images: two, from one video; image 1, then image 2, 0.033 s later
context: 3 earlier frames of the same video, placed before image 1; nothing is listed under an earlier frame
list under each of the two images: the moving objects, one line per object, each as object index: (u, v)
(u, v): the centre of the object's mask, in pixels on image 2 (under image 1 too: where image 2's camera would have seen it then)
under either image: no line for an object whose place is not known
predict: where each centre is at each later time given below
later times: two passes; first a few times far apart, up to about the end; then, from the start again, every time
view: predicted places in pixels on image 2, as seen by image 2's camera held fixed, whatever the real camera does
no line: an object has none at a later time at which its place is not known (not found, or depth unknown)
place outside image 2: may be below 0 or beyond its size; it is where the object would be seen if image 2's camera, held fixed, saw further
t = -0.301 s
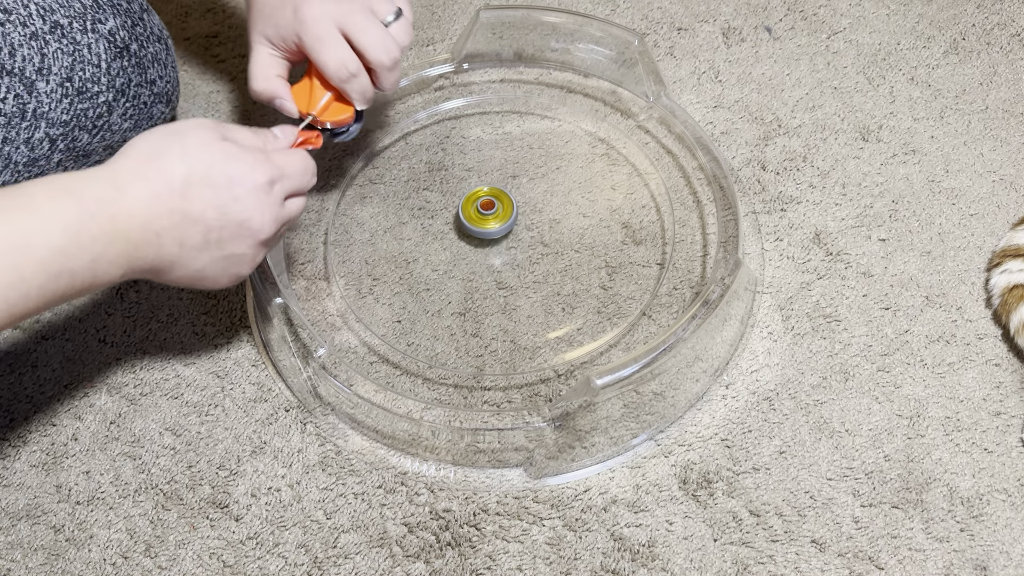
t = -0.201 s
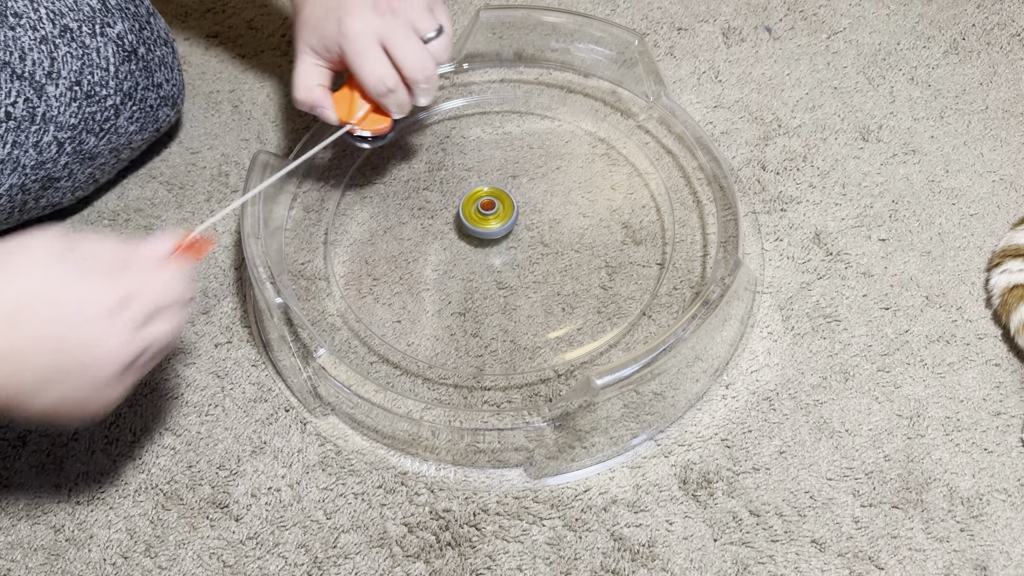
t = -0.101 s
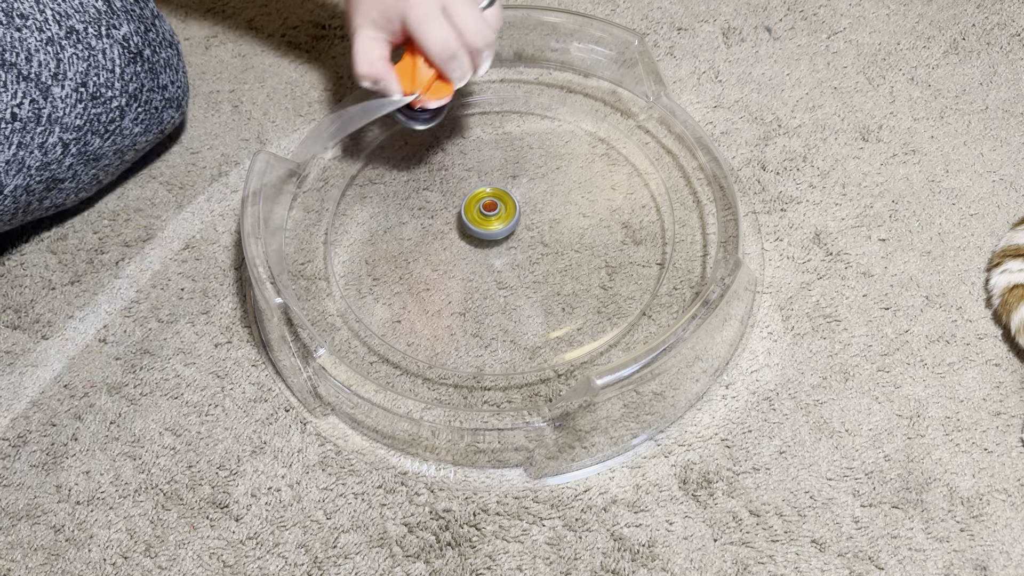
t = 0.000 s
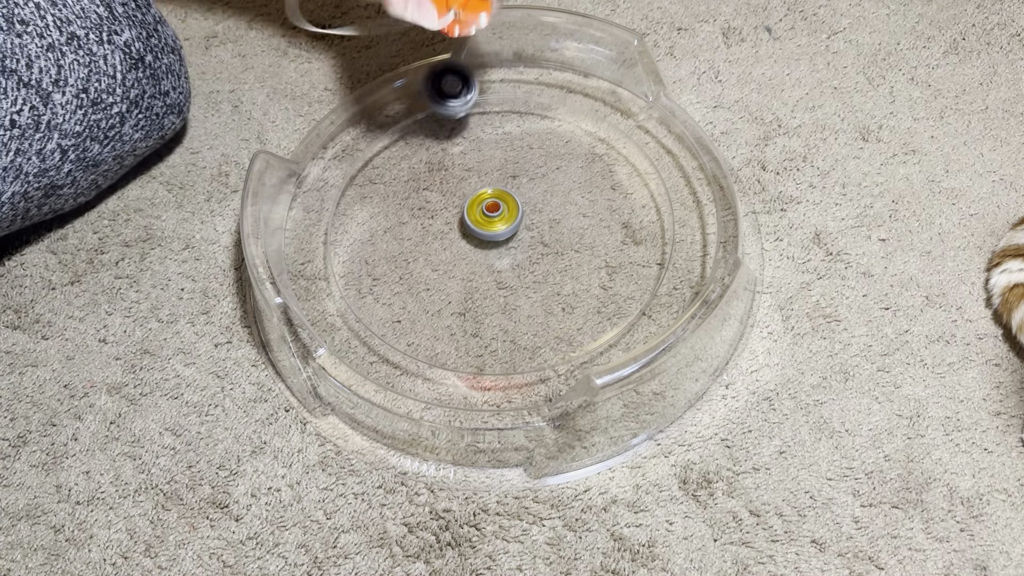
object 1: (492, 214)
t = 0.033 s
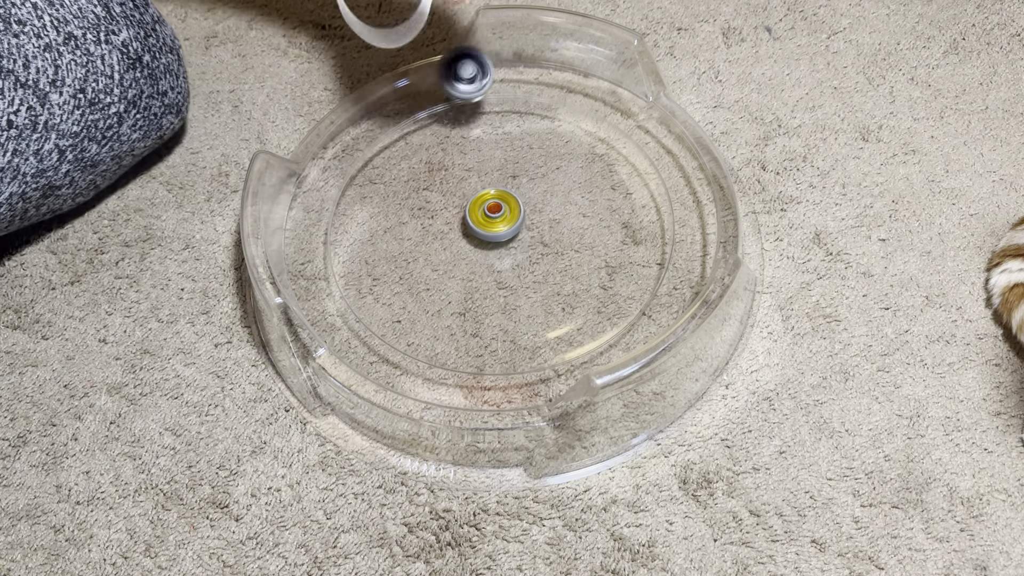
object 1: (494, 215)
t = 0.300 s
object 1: (512, 214)
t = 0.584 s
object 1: (516, 211)
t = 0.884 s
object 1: (518, 215)
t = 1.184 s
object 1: (470, 360)
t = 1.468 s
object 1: (546, 356)
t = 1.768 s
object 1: (550, 303)
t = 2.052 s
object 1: (488, 252)
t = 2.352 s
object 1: (435, 224)
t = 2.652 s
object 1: (393, 228)
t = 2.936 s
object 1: (420, 286)
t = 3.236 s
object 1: (523, 219)
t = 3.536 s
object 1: (522, 142)
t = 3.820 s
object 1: (469, 169)
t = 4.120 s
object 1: (536, 286)
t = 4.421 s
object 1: (625, 268)
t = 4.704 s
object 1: (612, 229)
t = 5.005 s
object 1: (572, 260)
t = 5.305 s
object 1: (602, 246)
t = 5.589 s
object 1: (543, 229)
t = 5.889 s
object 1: (407, 202)
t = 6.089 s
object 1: (360, 217)
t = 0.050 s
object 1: (495, 215)
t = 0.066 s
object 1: (496, 216)
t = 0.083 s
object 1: (497, 215)
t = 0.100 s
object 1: (498, 215)
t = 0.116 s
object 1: (499, 215)
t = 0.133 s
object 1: (500, 215)
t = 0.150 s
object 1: (501, 215)
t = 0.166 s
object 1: (503, 215)
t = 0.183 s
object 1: (504, 215)
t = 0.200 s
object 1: (506, 216)
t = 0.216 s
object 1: (507, 215)
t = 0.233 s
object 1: (508, 215)
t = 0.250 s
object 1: (510, 215)
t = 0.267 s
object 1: (510, 215)
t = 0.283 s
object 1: (511, 215)
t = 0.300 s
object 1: (512, 214)
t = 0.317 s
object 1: (513, 214)
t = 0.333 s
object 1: (513, 214)
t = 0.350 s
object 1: (514, 214)
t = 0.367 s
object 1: (514, 213)
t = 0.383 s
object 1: (515, 213)
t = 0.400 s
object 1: (515, 212)
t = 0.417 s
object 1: (515, 212)
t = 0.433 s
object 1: (515, 212)
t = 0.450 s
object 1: (516, 212)
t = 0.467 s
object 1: (515, 212)
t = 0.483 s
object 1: (516, 212)
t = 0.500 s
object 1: (516, 211)
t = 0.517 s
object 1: (516, 211)
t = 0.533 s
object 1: (516, 211)
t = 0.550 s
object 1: (516, 211)
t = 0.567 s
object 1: (516, 211)
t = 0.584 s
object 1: (516, 211)
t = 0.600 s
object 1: (516, 211)
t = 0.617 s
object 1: (516, 211)
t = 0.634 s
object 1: (516, 211)
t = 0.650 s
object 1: (517, 211)
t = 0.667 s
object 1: (517, 212)
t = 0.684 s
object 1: (517, 212)
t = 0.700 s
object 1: (517, 212)
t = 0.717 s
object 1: (518, 212)
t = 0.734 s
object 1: (518, 212)
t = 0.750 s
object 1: (518, 212)
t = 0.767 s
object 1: (518, 213)
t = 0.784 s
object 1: (518, 213)
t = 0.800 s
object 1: (518, 213)
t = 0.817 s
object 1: (518, 213)
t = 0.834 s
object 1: (518, 214)
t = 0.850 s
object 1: (518, 214)
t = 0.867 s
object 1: (518, 215)
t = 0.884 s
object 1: (518, 215)
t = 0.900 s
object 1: (518, 215)
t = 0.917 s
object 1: (518, 216)
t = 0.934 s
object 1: (518, 216)
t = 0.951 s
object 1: (517, 217)
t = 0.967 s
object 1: (517, 218)
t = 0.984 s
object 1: (517, 218)
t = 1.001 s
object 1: (515, 222)
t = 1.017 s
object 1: (511, 230)
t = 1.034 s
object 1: (509, 236)
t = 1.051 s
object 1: (506, 242)
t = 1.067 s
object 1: (505, 247)
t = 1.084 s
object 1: (503, 256)
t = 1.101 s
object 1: (493, 279)
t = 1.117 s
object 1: (484, 301)
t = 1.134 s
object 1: (478, 318)
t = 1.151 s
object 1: (472, 336)
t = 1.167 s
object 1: (470, 351)
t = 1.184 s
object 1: (470, 360)
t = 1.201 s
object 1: (475, 364)
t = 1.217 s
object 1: (478, 370)
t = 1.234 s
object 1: (483, 378)
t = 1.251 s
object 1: (488, 387)
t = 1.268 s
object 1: (494, 390)
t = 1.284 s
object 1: (499, 393)
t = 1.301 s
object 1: (505, 395)
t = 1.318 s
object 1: (513, 391)
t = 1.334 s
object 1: (522, 387)
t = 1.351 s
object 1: (529, 385)
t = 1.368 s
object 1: (532, 379)
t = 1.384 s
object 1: (536, 374)
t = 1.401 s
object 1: (538, 370)
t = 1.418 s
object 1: (541, 366)
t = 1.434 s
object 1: (543, 362)
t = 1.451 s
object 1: (545, 359)
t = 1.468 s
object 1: (546, 356)
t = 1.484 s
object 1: (548, 353)
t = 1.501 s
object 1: (549, 351)
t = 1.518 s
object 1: (551, 349)
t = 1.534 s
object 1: (553, 345)
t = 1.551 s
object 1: (555, 342)
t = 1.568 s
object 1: (556, 339)
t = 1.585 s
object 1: (557, 336)
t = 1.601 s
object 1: (558, 333)
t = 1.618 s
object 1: (558, 330)
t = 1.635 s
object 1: (558, 327)
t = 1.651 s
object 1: (557, 324)
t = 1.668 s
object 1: (556, 322)
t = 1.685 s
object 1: (555, 319)
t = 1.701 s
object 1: (555, 316)
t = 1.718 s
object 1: (554, 313)
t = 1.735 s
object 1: (553, 310)
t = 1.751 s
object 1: (552, 307)
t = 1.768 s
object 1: (550, 303)
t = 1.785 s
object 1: (548, 299)
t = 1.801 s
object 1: (546, 295)
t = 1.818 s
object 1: (543, 292)
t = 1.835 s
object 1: (540, 288)
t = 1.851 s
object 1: (537, 284)
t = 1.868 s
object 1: (534, 281)
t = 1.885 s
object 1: (530, 278)
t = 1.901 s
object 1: (526, 275)
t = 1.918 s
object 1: (523, 272)
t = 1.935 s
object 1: (518, 269)
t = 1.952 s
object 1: (514, 266)
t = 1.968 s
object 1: (510, 264)
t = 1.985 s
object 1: (505, 261)
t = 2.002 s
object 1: (501, 259)
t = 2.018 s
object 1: (497, 256)
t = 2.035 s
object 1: (492, 254)
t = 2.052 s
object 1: (488, 252)
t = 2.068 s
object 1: (483, 250)
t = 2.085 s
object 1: (478, 248)
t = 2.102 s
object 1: (474, 246)
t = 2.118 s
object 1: (470, 244)
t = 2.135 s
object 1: (465, 243)
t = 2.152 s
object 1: (464, 242)
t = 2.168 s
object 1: (463, 240)
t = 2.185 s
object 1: (463, 240)
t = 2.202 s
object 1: (461, 238)
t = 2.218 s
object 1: (461, 237)
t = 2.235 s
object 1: (459, 234)
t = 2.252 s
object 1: (458, 234)
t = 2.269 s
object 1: (454, 231)
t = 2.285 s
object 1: (451, 230)
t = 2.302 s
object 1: (447, 228)
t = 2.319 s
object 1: (443, 226)
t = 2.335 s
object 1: (439, 225)
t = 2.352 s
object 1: (435, 224)
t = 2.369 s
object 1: (431, 223)
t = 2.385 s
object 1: (427, 223)
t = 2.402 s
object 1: (423, 223)
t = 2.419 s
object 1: (420, 223)
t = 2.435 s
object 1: (417, 223)
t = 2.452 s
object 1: (413, 224)
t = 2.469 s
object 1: (410, 224)
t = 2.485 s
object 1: (407, 224)
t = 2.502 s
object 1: (405, 224)
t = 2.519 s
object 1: (403, 224)
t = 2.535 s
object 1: (400, 224)
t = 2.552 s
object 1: (399, 224)
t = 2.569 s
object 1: (397, 225)
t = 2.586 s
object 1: (396, 225)
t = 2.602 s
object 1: (395, 226)
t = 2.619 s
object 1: (394, 227)
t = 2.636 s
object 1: (394, 227)
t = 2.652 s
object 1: (393, 228)
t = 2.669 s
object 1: (393, 228)
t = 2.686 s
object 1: (394, 229)
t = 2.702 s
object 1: (386, 232)
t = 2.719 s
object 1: (359, 236)
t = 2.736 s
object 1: (333, 243)
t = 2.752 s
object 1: (319, 245)
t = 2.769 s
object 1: (308, 248)
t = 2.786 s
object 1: (313, 249)
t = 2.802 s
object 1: (324, 252)
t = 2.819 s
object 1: (336, 257)
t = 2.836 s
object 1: (348, 264)
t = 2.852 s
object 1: (361, 274)
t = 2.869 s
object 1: (372, 281)
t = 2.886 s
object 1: (384, 280)
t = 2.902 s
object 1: (396, 280)
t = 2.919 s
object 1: (408, 284)
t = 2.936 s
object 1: (420, 286)
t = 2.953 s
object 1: (430, 287)
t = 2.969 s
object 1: (440, 287)
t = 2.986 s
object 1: (450, 287)
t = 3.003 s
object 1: (458, 285)
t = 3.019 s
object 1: (467, 282)
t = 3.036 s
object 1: (474, 278)
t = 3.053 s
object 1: (481, 274)
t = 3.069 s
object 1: (487, 269)
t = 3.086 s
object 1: (492, 265)
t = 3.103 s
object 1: (497, 260)
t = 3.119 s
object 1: (501, 255)
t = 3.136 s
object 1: (506, 250)
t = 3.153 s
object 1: (509, 245)
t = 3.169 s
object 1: (513, 240)
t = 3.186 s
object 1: (516, 234)
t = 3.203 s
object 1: (519, 229)
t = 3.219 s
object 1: (521, 224)
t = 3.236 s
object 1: (523, 219)
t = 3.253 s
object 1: (525, 214)
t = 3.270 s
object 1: (527, 209)
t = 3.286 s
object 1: (528, 204)
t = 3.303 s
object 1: (529, 198)
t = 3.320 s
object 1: (530, 194)
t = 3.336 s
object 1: (531, 188)
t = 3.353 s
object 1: (531, 184)
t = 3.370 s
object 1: (531, 179)
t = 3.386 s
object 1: (531, 174)
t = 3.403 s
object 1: (531, 170)
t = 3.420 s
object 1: (530, 166)
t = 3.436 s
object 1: (529, 161)
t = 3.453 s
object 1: (528, 158)
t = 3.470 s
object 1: (527, 154)
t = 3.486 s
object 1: (526, 151)
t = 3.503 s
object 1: (525, 148)
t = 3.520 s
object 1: (523, 145)
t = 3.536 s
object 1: (522, 142)
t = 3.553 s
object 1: (520, 139)
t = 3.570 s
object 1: (518, 138)
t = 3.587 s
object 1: (516, 136)
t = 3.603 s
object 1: (514, 134)
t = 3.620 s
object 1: (513, 133)
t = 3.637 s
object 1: (510, 131)
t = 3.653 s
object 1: (506, 133)
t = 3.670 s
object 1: (500, 133)
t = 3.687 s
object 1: (494, 134)
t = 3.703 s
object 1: (488, 140)
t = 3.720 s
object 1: (483, 145)
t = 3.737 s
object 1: (479, 148)
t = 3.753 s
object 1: (475, 154)
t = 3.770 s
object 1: (473, 158)
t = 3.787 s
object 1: (472, 161)
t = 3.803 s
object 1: (470, 166)
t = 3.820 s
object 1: (469, 169)
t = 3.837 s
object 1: (468, 172)
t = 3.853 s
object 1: (468, 175)
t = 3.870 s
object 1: (468, 177)
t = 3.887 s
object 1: (469, 180)
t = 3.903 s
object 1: (470, 189)
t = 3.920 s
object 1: (473, 206)
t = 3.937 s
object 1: (476, 224)
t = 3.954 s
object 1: (481, 236)
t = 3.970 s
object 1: (486, 250)
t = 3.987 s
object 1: (490, 259)
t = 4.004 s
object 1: (495, 268)
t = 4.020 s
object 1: (499, 273)
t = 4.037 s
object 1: (504, 277)
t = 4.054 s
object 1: (510, 279)
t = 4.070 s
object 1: (516, 282)
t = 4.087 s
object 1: (523, 283)
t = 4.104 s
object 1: (529, 285)
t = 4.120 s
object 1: (536, 286)
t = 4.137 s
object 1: (542, 287)
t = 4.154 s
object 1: (548, 288)
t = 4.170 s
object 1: (555, 289)
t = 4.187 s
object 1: (561, 289)
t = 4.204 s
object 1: (568, 289)
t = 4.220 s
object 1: (574, 289)
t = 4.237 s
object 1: (580, 288)
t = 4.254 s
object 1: (585, 287)
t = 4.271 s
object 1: (591, 286)
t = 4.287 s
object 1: (596, 285)
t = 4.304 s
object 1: (600, 283)
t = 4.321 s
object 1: (605, 282)
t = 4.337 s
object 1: (609, 280)
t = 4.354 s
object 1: (613, 278)
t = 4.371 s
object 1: (616, 275)
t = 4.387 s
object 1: (620, 273)
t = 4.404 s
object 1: (623, 270)
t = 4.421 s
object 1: (625, 268)
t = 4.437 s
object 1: (627, 266)
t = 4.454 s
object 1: (629, 263)
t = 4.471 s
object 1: (630, 261)
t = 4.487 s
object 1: (631, 259)
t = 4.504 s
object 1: (632, 257)
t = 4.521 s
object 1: (632, 254)
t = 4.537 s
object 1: (632, 252)
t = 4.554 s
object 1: (632, 249)
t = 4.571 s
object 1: (632, 247)
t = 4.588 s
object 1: (630, 245)
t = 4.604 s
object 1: (629, 242)
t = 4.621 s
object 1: (628, 240)
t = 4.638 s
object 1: (626, 237)
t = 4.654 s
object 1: (623, 235)
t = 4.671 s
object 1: (620, 232)
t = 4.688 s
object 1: (617, 230)
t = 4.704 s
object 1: (612, 229)
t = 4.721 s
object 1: (608, 227)
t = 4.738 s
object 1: (604, 225)
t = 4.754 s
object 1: (600, 224)
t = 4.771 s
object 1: (595, 223)
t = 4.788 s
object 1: (591, 222)
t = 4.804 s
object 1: (586, 221)
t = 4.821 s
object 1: (581, 221)
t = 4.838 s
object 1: (576, 220)
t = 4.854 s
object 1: (571, 221)
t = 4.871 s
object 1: (565, 221)
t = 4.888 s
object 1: (563, 224)
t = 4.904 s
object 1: (567, 231)
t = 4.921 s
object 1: (570, 239)
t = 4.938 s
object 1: (572, 245)
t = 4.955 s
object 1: (573, 250)
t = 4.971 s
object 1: (573, 254)
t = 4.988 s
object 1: (572, 258)
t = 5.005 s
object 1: (572, 260)
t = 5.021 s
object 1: (571, 261)
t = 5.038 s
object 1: (571, 262)
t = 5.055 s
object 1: (570, 263)
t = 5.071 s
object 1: (568, 264)
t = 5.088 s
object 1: (567, 265)
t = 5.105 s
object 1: (566, 266)
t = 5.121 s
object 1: (564, 266)
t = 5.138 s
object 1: (563, 267)
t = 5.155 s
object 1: (565, 267)
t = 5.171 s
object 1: (576, 263)
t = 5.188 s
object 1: (587, 262)
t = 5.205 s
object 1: (593, 259)
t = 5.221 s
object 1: (599, 257)
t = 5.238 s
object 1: (601, 255)
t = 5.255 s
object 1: (603, 252)
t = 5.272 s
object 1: (603, 250)
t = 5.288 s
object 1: (603, 248)
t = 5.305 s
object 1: (602, 246)
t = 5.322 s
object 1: (600, 244)
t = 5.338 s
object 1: (598, 242)
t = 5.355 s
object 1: (596, 240)
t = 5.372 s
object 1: (593, 239)
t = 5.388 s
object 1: (590, 237)
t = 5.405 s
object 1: (587, 236)
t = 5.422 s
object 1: (584, 234)
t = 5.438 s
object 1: (580, 233)
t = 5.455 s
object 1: (577, 232)
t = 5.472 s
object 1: (573, 232)
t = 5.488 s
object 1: (569, 231)
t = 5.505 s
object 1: (566, 230)
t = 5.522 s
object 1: (561, 230)
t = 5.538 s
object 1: (557, 229)
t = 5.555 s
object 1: (552, 229)
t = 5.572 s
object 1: (548, 229)
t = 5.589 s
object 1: (543, 229)
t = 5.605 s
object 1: (538, 229)
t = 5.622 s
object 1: (528, 226)
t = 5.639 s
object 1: (514, 218)
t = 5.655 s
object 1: (500, 212)
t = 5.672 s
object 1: (490, 206)
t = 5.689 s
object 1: (480, 202)
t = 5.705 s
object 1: (474, 199)
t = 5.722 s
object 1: (467, 198)
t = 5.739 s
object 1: (460, 198)
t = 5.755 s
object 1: (455, 198)
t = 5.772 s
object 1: (448, 198)
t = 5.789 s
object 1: (441, 199)
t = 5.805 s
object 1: (435, 199)
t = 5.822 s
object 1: (429, 200)
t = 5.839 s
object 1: (424, 200)
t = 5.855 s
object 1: (418, 201)
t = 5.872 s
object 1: (412, 201)
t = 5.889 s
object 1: (407, 202)
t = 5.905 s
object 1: (402, 203)
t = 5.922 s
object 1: (397, 204)
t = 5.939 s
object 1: (392, 205)
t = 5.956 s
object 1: (388, 206)
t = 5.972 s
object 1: (385, 207)
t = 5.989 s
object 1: (381, 209)
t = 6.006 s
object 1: (377, 210)
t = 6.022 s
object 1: (374, 212)
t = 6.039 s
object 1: (371, 214)
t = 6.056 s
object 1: (370, 215)
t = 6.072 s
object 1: (365, 216)
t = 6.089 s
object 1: (360, 217)
